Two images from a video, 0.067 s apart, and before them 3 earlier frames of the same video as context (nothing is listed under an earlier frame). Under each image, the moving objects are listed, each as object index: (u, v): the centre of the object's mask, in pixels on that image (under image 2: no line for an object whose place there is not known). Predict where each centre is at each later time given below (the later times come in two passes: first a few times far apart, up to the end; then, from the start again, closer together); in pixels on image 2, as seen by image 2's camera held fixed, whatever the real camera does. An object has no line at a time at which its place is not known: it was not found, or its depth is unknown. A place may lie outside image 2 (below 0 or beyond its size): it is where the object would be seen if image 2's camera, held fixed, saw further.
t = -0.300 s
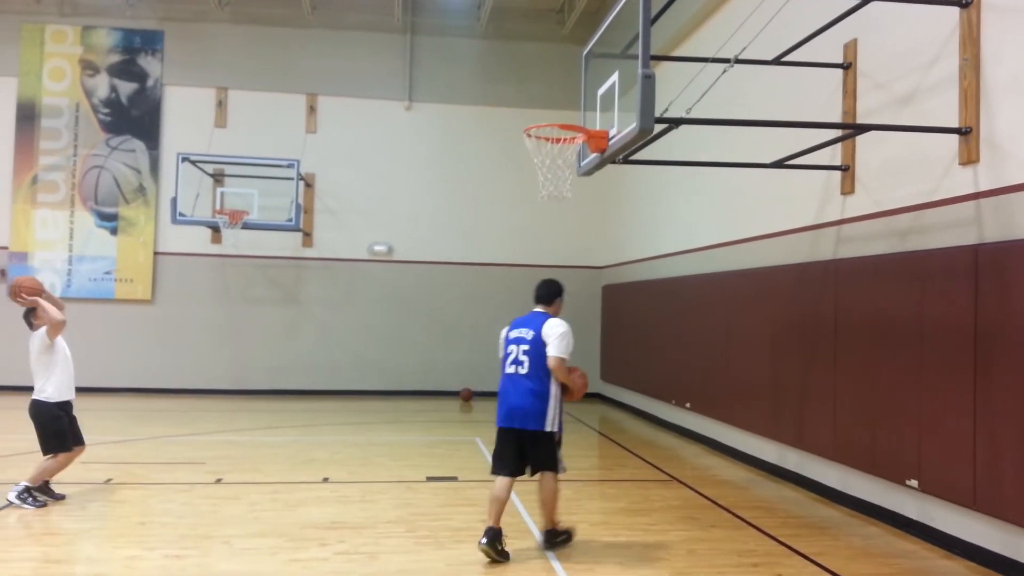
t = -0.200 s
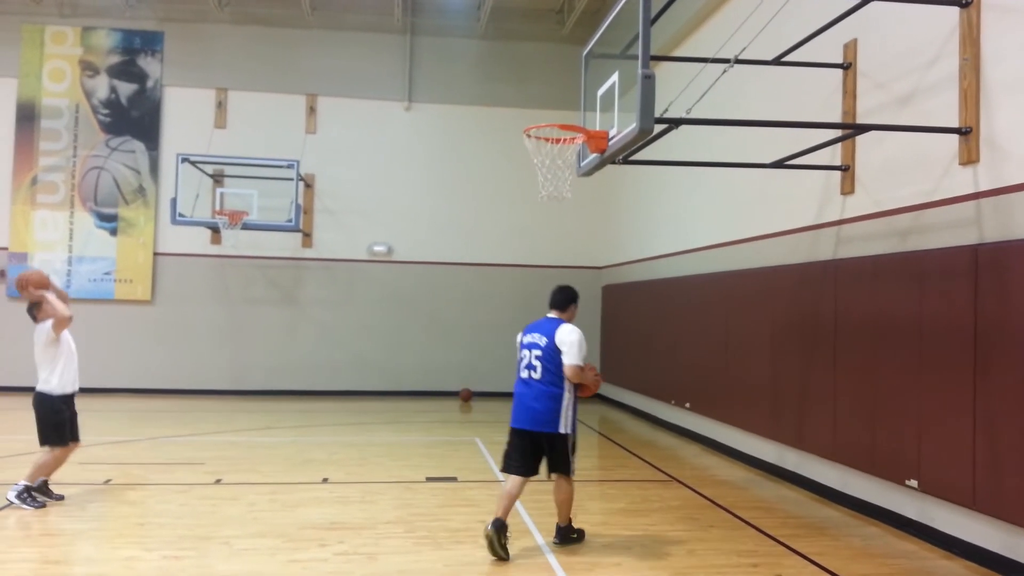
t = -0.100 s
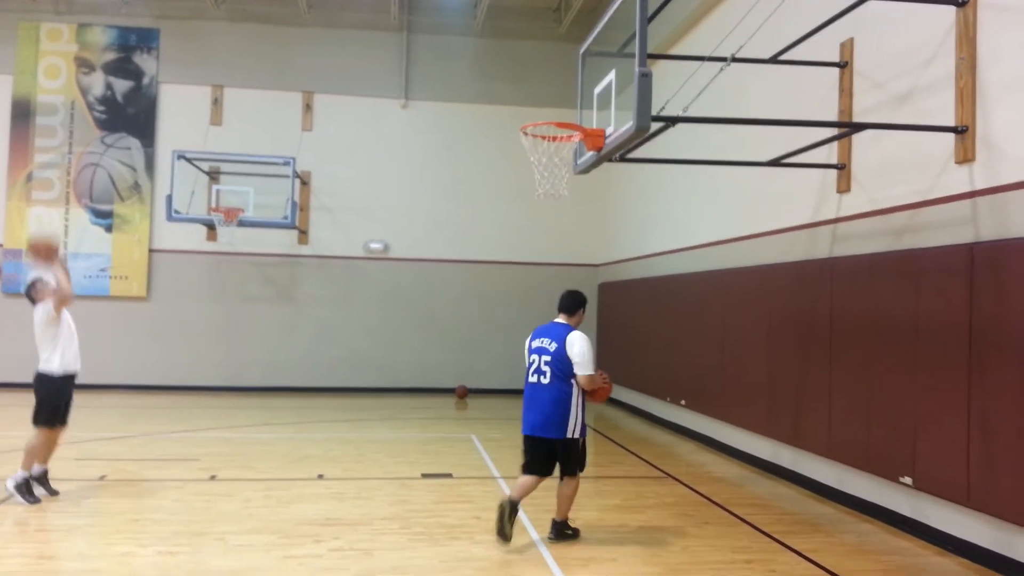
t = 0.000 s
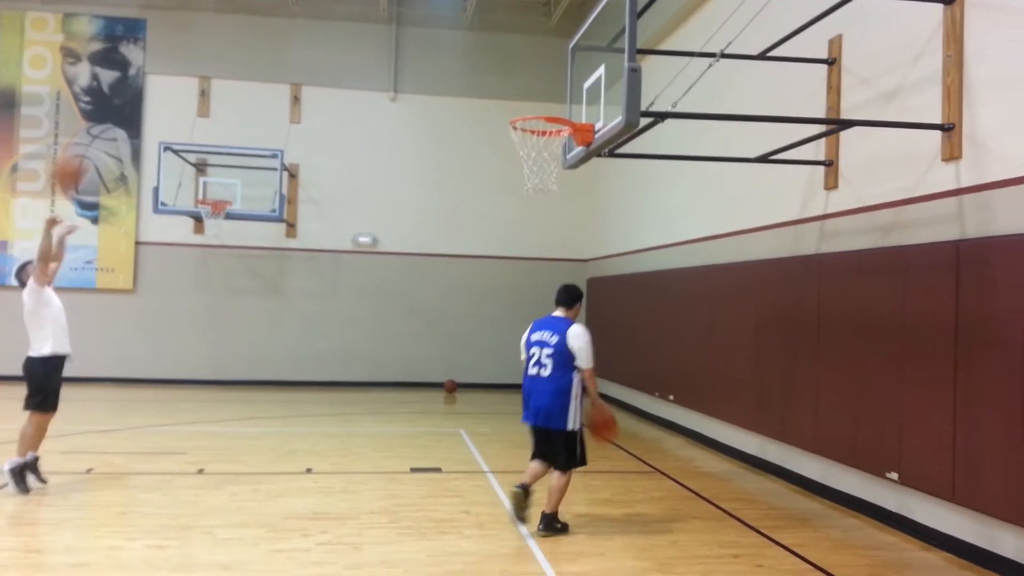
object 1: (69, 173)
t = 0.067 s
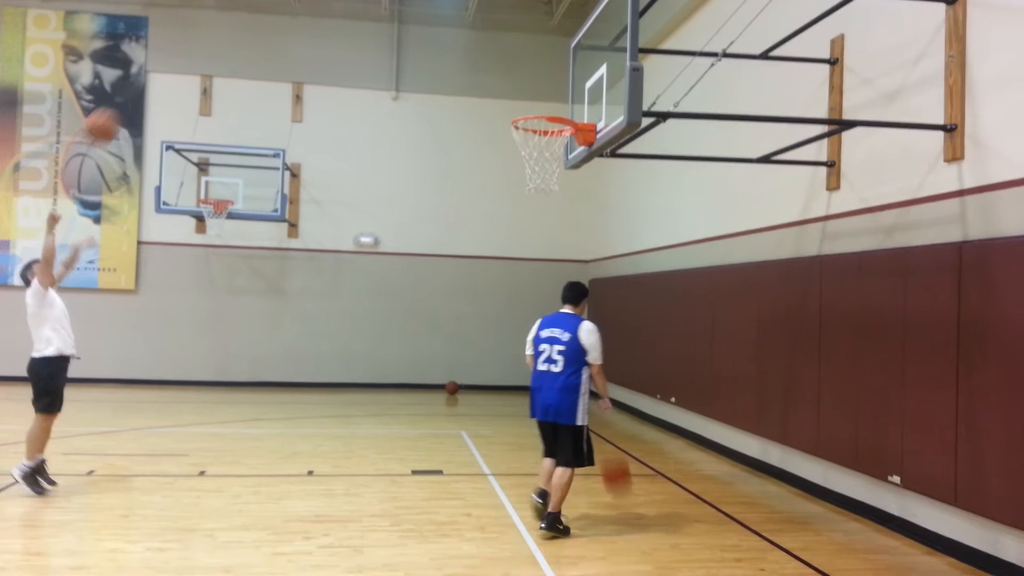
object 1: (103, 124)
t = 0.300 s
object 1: (208, 18)
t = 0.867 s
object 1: (457, 32)
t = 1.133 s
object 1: (544, 89)
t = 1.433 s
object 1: (548, 61)
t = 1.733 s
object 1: (499, 130)
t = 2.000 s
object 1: (454, 282)
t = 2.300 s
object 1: (405, 452)
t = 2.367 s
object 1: (403, 413)
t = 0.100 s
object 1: (117, 106)
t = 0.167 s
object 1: (146, 73)
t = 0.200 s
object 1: (162, 56)
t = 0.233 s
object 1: (177, 42)
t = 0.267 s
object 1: (193, 30)
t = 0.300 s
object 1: (208, 18)
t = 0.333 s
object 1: (224, 8)
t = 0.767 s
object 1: (414, 0)
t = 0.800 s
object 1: (429, 9)
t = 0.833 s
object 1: (443, 20)
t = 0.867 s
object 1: (457, 32)
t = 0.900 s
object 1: (470, 45)
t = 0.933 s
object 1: (484, 60)
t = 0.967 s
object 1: (498, 76)
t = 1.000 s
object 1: (510, 92)
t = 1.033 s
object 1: (524, 108)
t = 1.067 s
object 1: (533, 105)
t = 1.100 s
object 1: (538, 98)
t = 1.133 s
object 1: (544, 89)
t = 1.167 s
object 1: (550, 82)
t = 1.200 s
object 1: (555, 76)
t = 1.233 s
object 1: (561, 72)
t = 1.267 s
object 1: (566, 68)
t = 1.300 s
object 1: (567, 65)
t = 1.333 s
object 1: (562, 62)
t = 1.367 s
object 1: (557, 60)
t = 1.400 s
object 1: (553, 60)
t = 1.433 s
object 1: (548, 61)
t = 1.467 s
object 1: (542, 63)
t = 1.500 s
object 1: (537, 65)
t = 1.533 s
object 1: (532, 70)
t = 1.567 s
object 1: (528, 76)
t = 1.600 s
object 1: (522, 85)
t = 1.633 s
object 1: (516, 94)
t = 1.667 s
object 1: (511, 103)
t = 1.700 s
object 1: (505, 115)
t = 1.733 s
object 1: (499, 130)
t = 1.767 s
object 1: (494, 144)
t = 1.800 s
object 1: (489, 160)
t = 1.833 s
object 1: (483, 177)
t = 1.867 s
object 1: (478, 195)
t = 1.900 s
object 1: (472, 215)
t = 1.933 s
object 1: (466, 235)
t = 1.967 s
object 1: (460, 259)
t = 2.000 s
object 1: (454, 282)
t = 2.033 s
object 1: (448, 307)
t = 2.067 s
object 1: (442, 334)
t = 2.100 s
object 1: (436, 362)
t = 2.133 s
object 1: (429, 390)
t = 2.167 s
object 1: (422, 422)
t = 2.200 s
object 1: (415, 452)
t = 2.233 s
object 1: (408, 490)
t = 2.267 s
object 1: (406, 474)
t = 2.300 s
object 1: (405, 452)
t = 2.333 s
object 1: (404, 433)
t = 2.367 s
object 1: (403, 413)
